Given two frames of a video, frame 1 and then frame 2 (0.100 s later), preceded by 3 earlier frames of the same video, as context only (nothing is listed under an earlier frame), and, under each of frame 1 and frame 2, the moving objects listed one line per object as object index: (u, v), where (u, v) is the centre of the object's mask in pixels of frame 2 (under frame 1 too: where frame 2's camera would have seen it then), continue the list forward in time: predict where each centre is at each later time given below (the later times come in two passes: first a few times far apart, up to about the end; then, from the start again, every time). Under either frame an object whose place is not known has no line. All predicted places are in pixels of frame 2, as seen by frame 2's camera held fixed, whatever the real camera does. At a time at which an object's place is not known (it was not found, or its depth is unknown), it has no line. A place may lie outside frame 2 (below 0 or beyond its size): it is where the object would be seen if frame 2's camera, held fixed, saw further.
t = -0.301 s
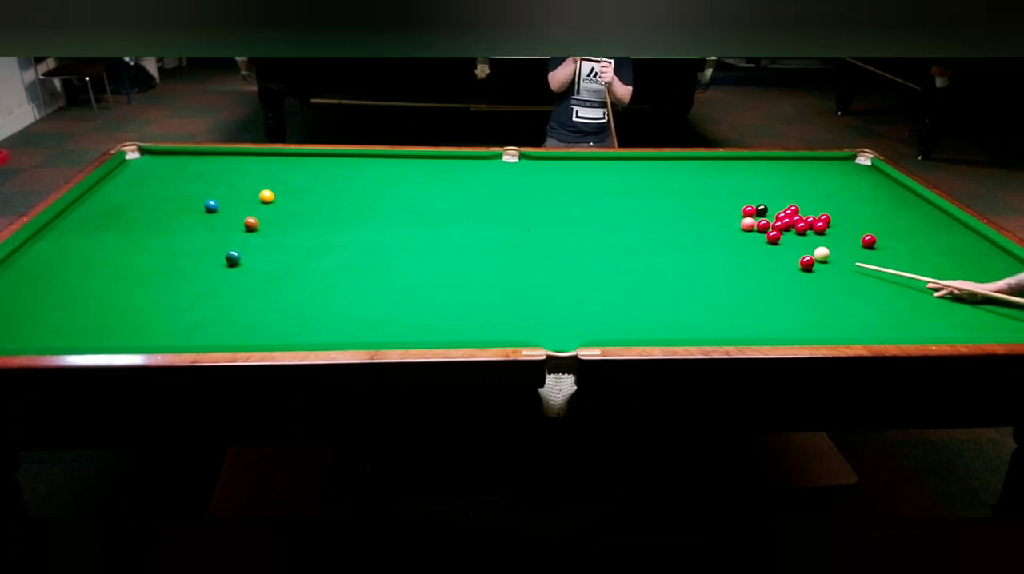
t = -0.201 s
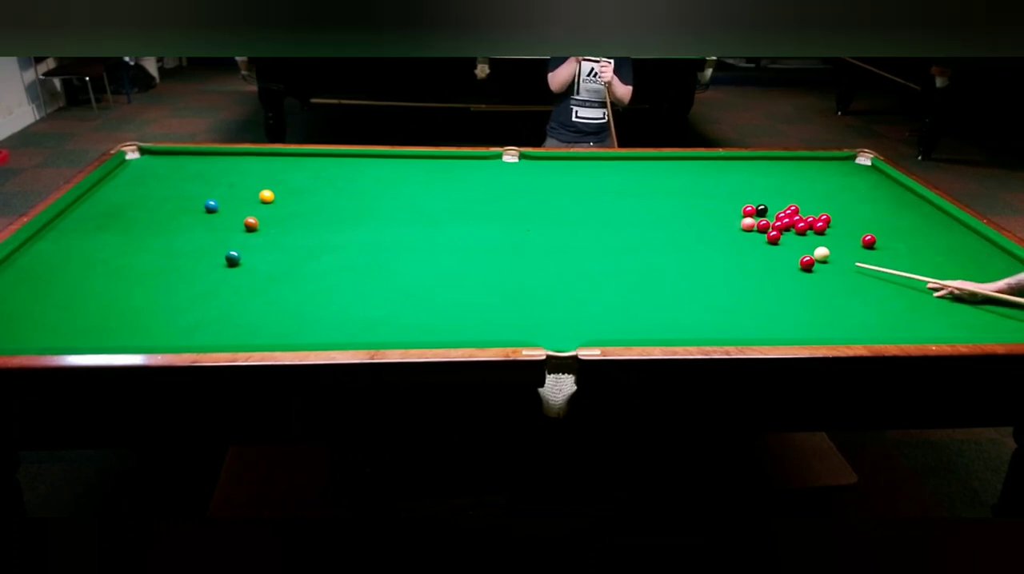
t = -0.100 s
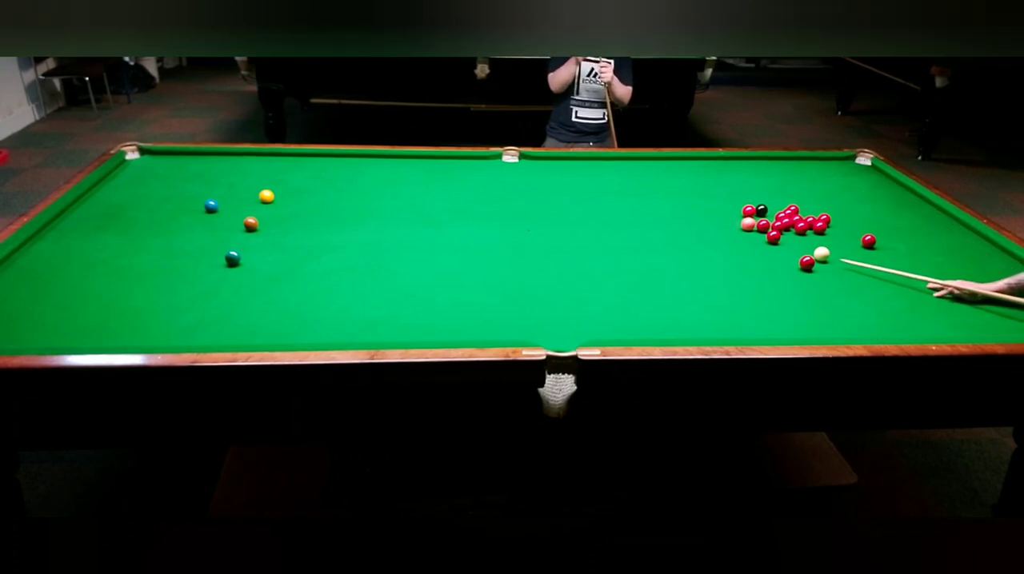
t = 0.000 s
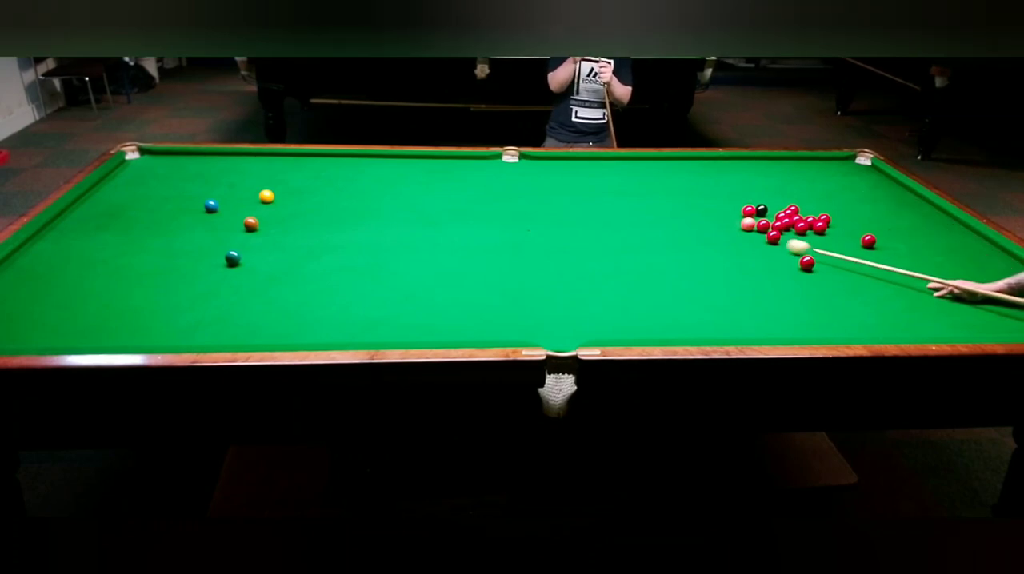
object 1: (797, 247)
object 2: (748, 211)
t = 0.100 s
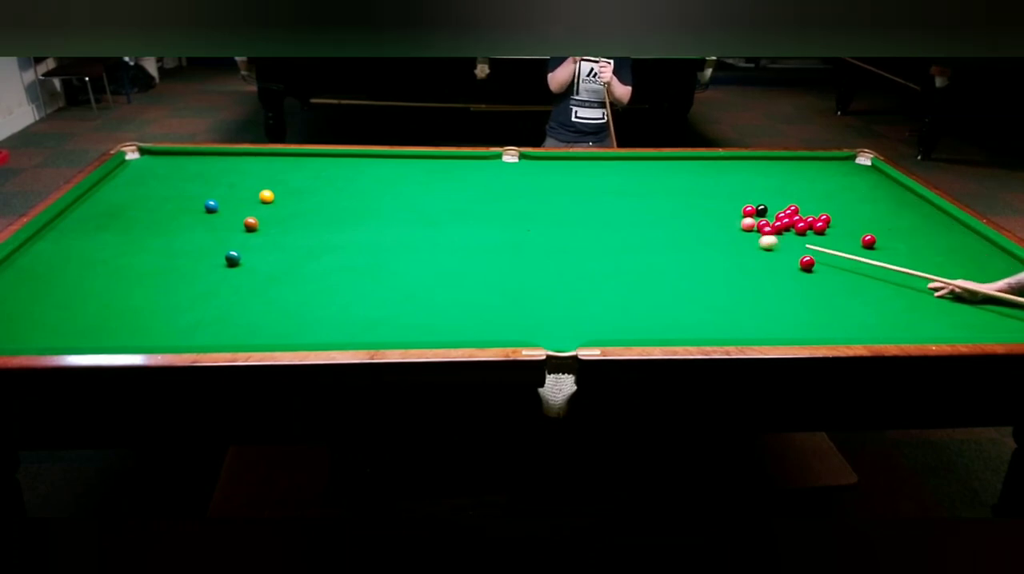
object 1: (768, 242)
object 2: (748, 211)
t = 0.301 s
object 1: (725, 241)
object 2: (748, 211)
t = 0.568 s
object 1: (671, 239)
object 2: (740, 206)
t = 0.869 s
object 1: (613, 237)
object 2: (730, 201)
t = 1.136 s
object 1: (565, 235)
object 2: (724, 197)
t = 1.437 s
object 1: (513, 233)
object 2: (718, 194)
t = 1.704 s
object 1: (470, 231)
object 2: (715, 192)
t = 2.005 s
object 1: (424, 228)
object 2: (712, 190)
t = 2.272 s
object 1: (386, 226)
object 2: (711, 189)
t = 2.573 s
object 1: (345, 224)
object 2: (710, 189)
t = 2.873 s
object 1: (307, 221)
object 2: (710, 189)
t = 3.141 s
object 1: (275, 219)
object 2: (711, 189)
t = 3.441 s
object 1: (247, 214)
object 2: (711, 189)
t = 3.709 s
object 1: (227, 213)
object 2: (710, 189)
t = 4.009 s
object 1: (208, 210)
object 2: (711, 189)
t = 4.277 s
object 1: (193, 210)
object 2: (711, 189)
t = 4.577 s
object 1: (180, 210)
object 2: (711, 189)
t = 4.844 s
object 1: (171, 210)
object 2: (711, 189)
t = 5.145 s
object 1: (163, 211)
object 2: (711, 189)
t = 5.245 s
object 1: (161, 211)
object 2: (710, 189)
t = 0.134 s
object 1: (761, 242)
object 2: (749, 211)
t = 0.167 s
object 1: (753, 242)
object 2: (748, 211)
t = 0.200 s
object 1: (746, 242)
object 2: (748, 211)
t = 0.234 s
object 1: (739, 241)
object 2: (748, 211)
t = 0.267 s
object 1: (732, 241)
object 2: (748, 211)
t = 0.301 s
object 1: (725, 241)
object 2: (748, 211)
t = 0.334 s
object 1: (718, 241)
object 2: (748, 211)
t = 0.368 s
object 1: (711, 240)
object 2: (747, 210)
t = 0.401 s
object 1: (704, 240)
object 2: (746, 210)
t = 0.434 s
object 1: (698, 240)
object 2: (744, 209)
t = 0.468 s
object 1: (691, 240)
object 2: (743, 208)
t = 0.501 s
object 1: (684, 239)
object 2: (742, 208)
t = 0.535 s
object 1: (677, 239)
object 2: (741, 207)
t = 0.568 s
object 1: (671, 239)
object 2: (740, 206)
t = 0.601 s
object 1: (664, 239)
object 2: (738, 206)
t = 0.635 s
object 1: (658, 239)
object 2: (737, 205)
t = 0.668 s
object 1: (651, 238)
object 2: (736, 205)
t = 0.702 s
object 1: (645, 238)
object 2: (735, 204)
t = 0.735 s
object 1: (638, 238)
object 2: (734, 204)
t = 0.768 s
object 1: (632, 238)
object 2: (733, 203)
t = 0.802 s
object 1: (626, 237)
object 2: (732, 202)
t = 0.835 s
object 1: (619, 237)
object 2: (731, 202)
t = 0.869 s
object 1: (613, 237)
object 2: (730, 201)
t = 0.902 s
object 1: (607, 237)
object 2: (730, 201)
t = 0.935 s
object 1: (601, 237)
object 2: (728, 200)
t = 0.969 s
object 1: (595, 236)
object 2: (728, 200)
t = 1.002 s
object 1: (589, 236)
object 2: (727, 199)
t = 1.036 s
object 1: (582, 236)
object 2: (726, 199)
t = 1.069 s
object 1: (576, 235)
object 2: (725, 198)
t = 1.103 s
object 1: (570, 235)
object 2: (724, 198)
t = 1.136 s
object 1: (565, 235)
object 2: (724, 197)
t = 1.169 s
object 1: (559, 235)
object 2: (723, 197)
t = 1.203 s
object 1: (553, 234)
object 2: (722, 197)
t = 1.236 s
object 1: (547, 234)
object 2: (722, 196)
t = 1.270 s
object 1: (541, 234)
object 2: (721, 196)
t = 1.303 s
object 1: (536, 234)
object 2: (720, 195)
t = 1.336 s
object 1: (530, 234)
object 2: (720, 195)
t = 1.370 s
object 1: (524, 233)
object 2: (719, 195)
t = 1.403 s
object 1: (519, 233)
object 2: (719, 194)
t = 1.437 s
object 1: (513, 233)
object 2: (718, 194)
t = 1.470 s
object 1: (508, 233)
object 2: (718, 194)
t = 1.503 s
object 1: (502, 232)
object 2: (717, 194)
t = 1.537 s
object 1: (497, 232)
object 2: (717, 193)
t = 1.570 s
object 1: (491, 232)
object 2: (716, 193)
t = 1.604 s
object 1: (486, 232)
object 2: (716, 193)
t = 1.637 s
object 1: (481, 231)
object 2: (715, 192)
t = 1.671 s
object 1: (476, 231)
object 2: (715, 192)
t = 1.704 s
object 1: (470, 231)
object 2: (715, 192)
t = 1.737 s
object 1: (465, 230)
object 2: (714, 192)
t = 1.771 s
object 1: (460, 230)
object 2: (714, 191)
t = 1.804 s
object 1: (455, 230)
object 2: (713, 191)
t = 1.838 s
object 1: (450, 230)
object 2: (713, 191)
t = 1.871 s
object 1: (445, 229)
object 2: (713, 191)
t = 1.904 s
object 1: (440, 229)
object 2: (713, 191)
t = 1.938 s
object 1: (434, 229)
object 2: (712, 190)
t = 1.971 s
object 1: (429, 229)
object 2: (712, 190)
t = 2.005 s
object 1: (424, 228)
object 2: (712, 190)
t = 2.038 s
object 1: (419, 228)
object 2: (712, 190)
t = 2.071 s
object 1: (414, 227)
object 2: (712, 190)
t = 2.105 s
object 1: (410, 227)
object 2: (711, 190)
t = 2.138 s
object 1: (405, 227)
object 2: (711, 190)
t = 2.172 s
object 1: (400, 227)
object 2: (711, 190)
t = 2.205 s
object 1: (395, 227)
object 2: (711, 190)
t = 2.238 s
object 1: (391, 226)
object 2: (711, 189)
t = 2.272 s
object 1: (386, 226)
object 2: (711, 189)
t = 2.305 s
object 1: (381, 226)
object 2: (711, 189)
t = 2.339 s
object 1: (377, 226)
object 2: (711, 189)
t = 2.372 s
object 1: (372, 225)
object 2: (711, 189)
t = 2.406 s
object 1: (367, 225)
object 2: (711, 189)
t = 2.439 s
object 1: (363, 225)
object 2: (711, 189)
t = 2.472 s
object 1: (358, 225)
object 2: (711, 189)
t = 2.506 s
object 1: (354, 224)
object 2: (711, 189)
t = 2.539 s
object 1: (350, 224)
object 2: (710, 189)
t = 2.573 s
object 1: (345, 224)
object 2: (710, 189)
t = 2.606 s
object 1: (341, 224)
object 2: (710, 189)
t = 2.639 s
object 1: (337, 223)
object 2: (710, 189)
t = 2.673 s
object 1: (332, 223)
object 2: (710, 189)
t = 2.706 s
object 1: (328, 222)
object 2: (710, 189)
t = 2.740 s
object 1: (324, 222)
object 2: (710, 189)
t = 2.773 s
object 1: (319, 222)
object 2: (710, 189)
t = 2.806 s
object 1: (315, 222)
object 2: (710, 189)
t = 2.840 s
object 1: (311, 221)
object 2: (710, 189)
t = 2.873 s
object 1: (307, 221)
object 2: (710, 189)
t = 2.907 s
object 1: (303, 221)
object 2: (710, 189)
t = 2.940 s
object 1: (299, 221)
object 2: (710, 189)
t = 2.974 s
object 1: (295, 221)
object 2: (710, 189)
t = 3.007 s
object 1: (291, 220)
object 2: (710, 189)
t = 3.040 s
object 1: (287, 220)
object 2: (710, 189)
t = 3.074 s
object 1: (283, 220)
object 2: (710, 189)
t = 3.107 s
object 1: (279, 219)
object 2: (710, 189)
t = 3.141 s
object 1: (275, 219)
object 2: (711, 189)
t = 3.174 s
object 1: (271, 219)
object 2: (711, 189)
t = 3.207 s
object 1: (268, 219)
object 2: (711, 189)
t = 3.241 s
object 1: (264, 219)
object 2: (711, 189)
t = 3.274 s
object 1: (262, 218)
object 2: (711, 189)
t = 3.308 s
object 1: (259, 217)
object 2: (711, 189)
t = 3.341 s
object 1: (256, 216)
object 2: (711, 189)
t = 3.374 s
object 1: (253, 216)
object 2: (711, 189)
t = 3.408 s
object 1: (250, 215)
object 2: (711, 189)
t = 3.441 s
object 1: (247, 214)
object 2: (711, 189)
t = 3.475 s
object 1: (244, 214)
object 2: (711, 189)
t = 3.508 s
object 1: (241, 214)
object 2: (711, 189)
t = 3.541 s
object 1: (239, 214)
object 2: (711, 189)
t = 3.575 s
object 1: (236, 214)
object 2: (711, 189)
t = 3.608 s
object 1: (234, 214)
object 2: (711, 189)
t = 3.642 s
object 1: (232, 214)
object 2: (711, 189)
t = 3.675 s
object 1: (229, 213)
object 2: (710, 189)
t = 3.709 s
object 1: (227, 213)
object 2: (710, 189)
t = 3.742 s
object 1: (225, 212)
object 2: (710, 189)
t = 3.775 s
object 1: (222, 212)
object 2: (710, 189)
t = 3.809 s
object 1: (220, 211)
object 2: (710, 189)
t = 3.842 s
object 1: (218, 211)
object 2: (710, 189)
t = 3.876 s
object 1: (216, 211)
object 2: (710, 189)
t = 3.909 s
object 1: (214, 210)
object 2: (710, 189)
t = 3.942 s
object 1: (211, 210)
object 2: (710, 189)
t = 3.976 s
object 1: (210, 210)
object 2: (710, 189)
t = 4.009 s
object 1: (208, 210)
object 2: (711, 189)
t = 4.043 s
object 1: (206, 210)
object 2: (711, 189)
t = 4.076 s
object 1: (204, 210)
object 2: (711, 189)
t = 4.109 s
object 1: (202, 210)
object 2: (711, 189)
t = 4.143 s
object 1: (200, 210)
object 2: (711, 189)
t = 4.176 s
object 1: (198, 210)
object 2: (711, 189)
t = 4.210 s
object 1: (196, 210)
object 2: (711, 189)
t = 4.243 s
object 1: (195, 210)
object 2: (711, 189)
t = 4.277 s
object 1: (193, 210)
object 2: (711, 189)
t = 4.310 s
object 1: (191, 210)
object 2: (711, 189)
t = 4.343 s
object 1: (190, 210)
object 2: (711, 189)
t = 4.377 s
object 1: (188, 210)
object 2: (711, 189)
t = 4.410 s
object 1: (187, 210)
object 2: (711, 189)
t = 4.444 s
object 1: (185, 210)
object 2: (711, 189)
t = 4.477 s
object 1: (184, 210)
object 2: (711, 189)
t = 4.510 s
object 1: (183, 210)
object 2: (711, 189)
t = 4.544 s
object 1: (181, 210)
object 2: (711, 189)
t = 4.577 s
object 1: (180, 210)
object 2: (711, 189)
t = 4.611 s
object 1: (179, 210)
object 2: (711, 189)
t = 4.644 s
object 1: (177, 210)
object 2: (711, 189)
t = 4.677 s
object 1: (176, 210)
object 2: (711, 189)
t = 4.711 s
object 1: (175, 210)
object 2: (711, 189)
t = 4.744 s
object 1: (174, 210)
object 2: (711, 189)
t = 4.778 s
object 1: (173, 210)
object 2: (711, 189)
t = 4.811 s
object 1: (172, 210)
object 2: (711, 189)
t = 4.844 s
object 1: (171, 210)
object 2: (711, 189)
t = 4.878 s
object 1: (170, 210)
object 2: (711, 189)
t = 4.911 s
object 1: (169, 210)
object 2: (711, 189)
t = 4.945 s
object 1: (168, 210)
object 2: (711, 189)
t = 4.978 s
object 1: (167, 210)
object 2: (711, 189)
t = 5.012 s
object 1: (166, 211)
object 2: (711, 189)
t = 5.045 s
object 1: (165, 211)
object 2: (711, 189)
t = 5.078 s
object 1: (165, 211)
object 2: (711, 189)
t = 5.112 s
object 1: (164, 211)
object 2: (711, 189)
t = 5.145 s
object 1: (163, 211)
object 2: (711, 189)
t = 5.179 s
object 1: (162, 211)
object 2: (710, 189)
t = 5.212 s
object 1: (162, 211)
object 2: (710, 189)
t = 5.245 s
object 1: (161, 211)
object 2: (710, 189)
